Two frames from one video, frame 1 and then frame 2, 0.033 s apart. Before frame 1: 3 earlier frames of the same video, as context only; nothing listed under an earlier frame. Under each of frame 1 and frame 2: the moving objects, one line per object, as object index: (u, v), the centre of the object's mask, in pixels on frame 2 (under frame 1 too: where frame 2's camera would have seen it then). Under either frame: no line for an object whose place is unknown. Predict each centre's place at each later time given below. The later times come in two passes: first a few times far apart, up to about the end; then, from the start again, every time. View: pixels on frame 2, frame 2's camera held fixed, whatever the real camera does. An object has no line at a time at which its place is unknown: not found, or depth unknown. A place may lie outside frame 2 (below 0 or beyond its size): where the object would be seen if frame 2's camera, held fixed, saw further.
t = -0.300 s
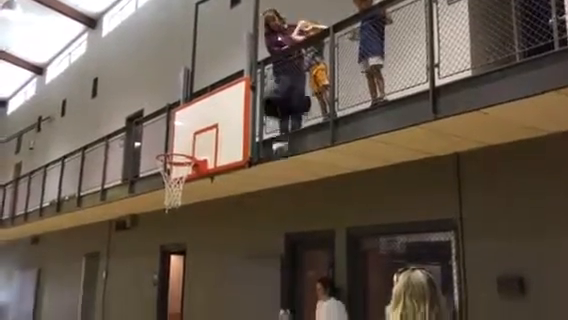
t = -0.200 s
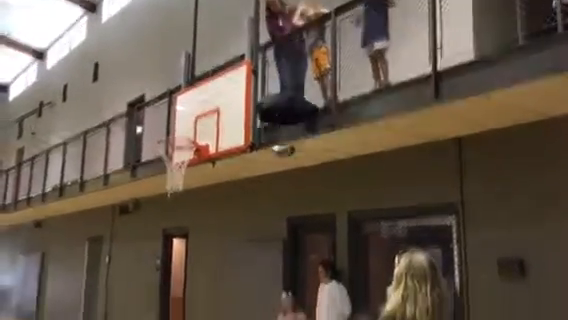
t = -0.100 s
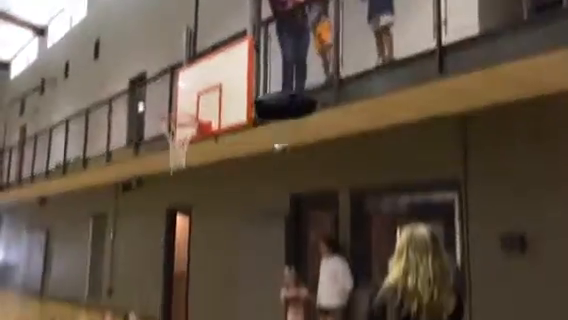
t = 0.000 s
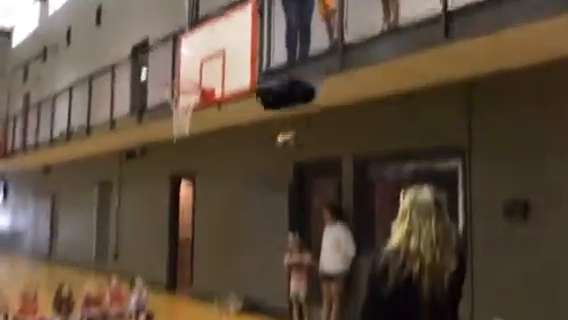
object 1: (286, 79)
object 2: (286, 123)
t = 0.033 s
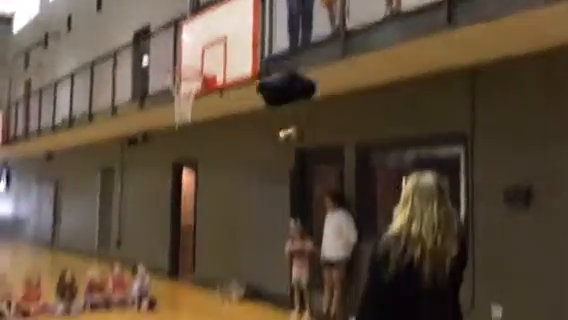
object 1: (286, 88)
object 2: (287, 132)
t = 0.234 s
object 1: (278, 143)
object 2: (281, 187)
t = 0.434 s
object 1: (270, 204)
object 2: (268, 249)
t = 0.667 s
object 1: (259, 280)
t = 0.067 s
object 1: (285, 97)
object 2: (286, 140)
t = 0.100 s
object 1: (284, 106)
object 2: (285, 150)
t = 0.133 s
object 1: (282, 115)
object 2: (285, 158)
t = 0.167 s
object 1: (281, 123)
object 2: (284, 168)
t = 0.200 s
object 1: (280, 134)
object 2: (283, 178)
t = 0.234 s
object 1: (278, 143)
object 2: (281, 187)
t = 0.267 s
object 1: (276, 153)
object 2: (279, 196)
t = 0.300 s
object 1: (272, 163)
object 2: (277, 206)
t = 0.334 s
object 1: (272, 174)
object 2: (276, 217)
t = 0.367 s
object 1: (271, 184)
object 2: (273, 228)
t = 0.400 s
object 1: (271, 194)
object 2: (271, 238)
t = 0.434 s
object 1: (270, 204)
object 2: (268, 249)
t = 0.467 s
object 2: (266, 260)
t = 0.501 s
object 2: (264, 271)
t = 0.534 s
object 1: (265, 235)
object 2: (262, 282)
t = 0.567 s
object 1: (263, 246)
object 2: (259, 293)
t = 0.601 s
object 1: (261, 257)
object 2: (257, 303)
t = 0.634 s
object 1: (261, 268)
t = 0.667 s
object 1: (259, 280)
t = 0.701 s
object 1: (257, 289)
